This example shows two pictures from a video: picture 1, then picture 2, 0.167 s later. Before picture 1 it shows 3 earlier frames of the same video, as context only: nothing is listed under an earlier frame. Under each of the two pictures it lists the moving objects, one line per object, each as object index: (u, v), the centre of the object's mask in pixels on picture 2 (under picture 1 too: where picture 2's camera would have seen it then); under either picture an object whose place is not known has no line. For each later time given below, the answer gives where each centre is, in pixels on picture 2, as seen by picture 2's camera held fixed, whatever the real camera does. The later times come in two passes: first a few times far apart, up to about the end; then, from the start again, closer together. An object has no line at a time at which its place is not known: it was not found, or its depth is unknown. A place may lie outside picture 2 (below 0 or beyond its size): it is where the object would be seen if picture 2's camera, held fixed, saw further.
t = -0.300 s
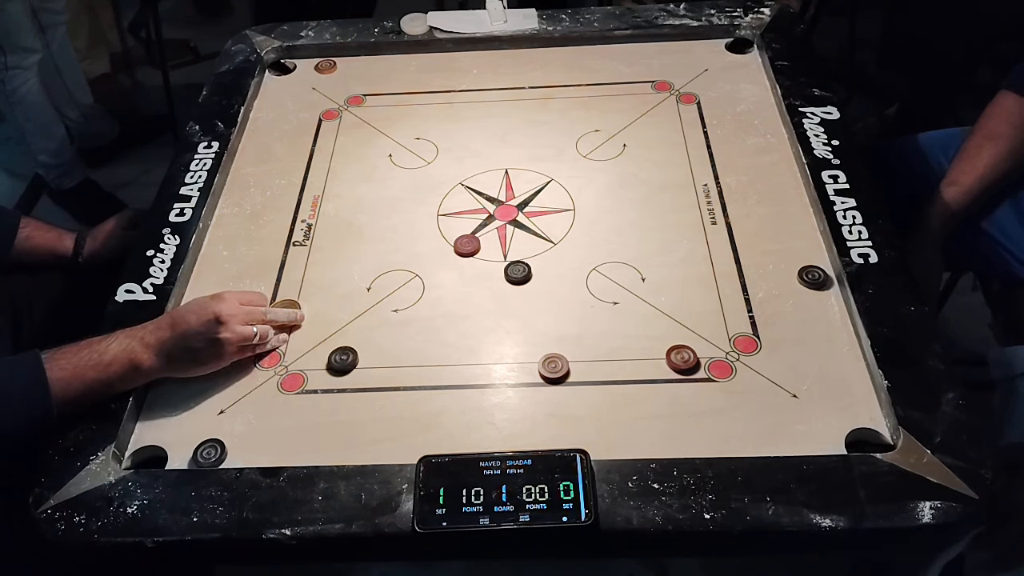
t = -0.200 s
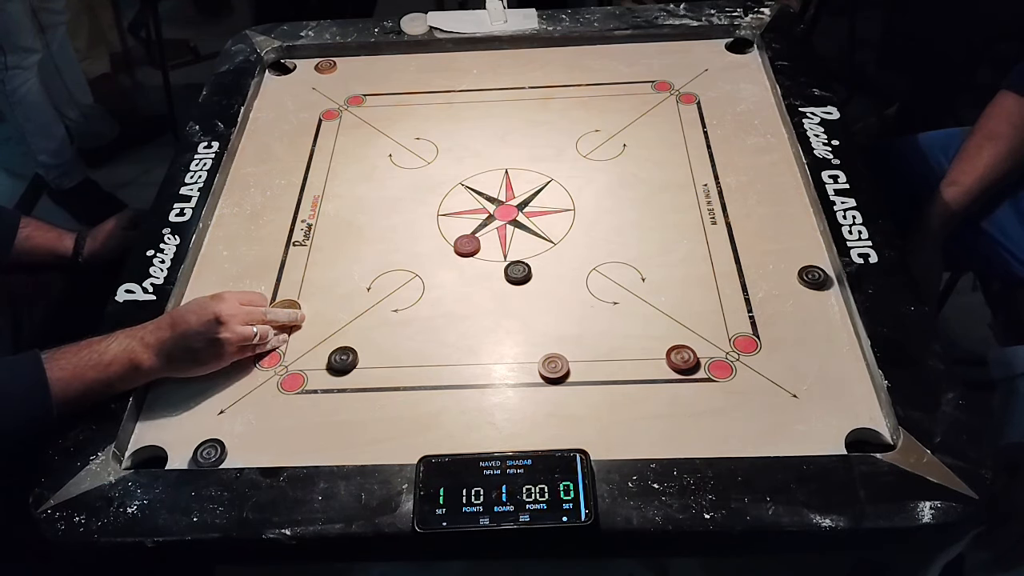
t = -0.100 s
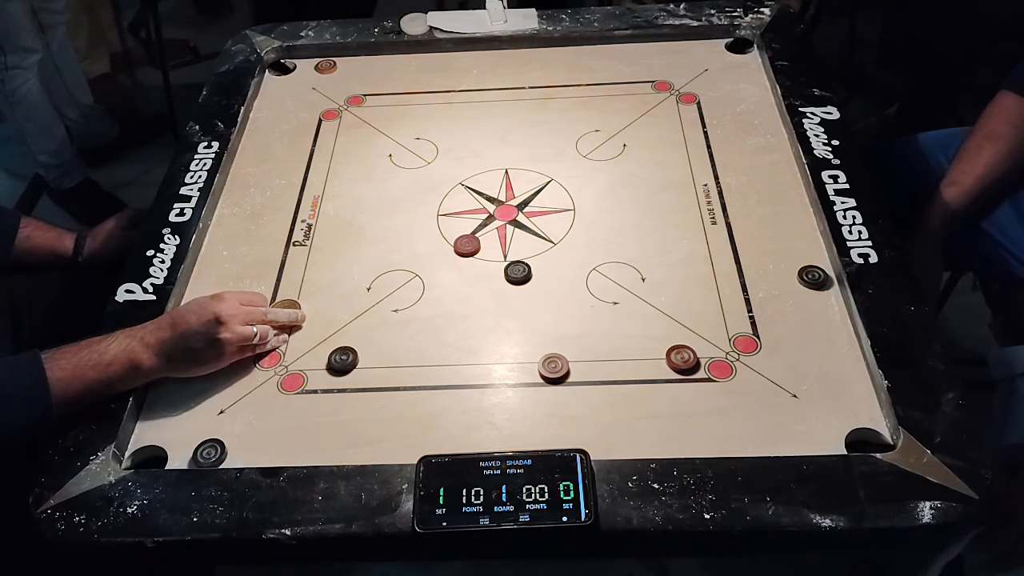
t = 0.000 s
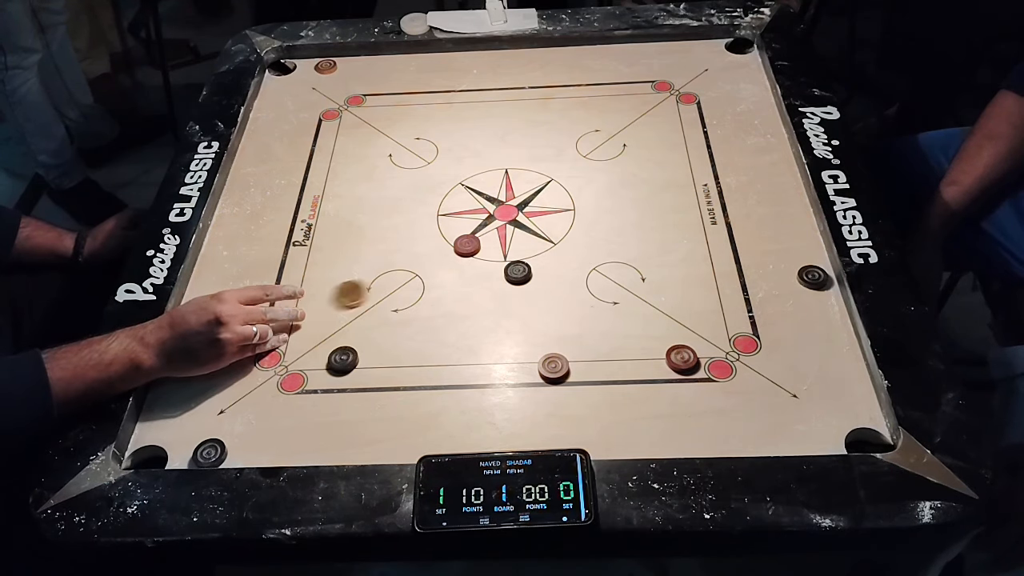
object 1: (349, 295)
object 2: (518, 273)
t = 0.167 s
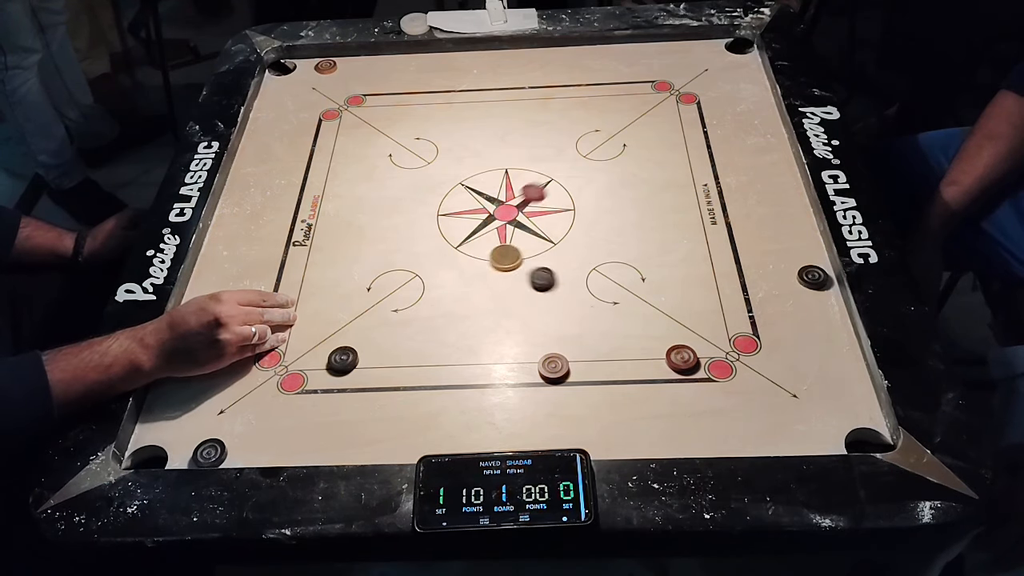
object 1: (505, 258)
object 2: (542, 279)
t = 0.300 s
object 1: (552, 244)
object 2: (632, 302)
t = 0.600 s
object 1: (587, 234)
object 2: (741, 326)
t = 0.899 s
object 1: (587, 234)
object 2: (745, 326)
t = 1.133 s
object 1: (587, 234)
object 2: (745, 326)
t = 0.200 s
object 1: (519, 254)
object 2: (566, 285)
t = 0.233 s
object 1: (531, 250)
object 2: (589, 291)
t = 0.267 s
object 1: (542, 247)
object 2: (611, 297)
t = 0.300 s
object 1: (552, 244)
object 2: (632, 302)
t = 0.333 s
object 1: (561, 242)
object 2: (651, 307)
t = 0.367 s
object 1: (568, 239)
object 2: (669, 311)
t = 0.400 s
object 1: (574, 238)
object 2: (685, 315)
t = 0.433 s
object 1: (579, 236)
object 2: (699, 318)
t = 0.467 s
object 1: (583, 235)
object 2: (711, 320)
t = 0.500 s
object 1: (585, 234)
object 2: (721, 323)
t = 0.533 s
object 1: (587, 234)
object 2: (730, 324)
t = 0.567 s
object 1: (587, 234)
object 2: (736, 325)
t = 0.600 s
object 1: (587, 234)
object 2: (741, 326)
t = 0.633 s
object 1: (587, 234)
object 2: (744, 326)
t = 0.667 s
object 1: (587, 234)
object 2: (745, 326)
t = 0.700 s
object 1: (587, 234)
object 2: (745, 326)
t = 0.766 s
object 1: (587, 234)
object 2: (745, 326)
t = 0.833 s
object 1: (587, 234)
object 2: (745, 326)
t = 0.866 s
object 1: (587, 234)
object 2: (745, 326)
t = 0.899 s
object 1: (587, 234)
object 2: (745, 326)
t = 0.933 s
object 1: (587, 234)
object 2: (745, 326)
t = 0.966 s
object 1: (587, 234)
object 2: (745, 326)
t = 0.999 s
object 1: (587, 234)
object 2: (745, 326)
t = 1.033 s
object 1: (587, 234)
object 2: (745, 326)
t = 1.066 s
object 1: (587, 234)
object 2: (745, 326)
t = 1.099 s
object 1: (587, 234)
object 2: (745, 326)
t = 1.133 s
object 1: (587, 234)
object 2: (745, 326)
